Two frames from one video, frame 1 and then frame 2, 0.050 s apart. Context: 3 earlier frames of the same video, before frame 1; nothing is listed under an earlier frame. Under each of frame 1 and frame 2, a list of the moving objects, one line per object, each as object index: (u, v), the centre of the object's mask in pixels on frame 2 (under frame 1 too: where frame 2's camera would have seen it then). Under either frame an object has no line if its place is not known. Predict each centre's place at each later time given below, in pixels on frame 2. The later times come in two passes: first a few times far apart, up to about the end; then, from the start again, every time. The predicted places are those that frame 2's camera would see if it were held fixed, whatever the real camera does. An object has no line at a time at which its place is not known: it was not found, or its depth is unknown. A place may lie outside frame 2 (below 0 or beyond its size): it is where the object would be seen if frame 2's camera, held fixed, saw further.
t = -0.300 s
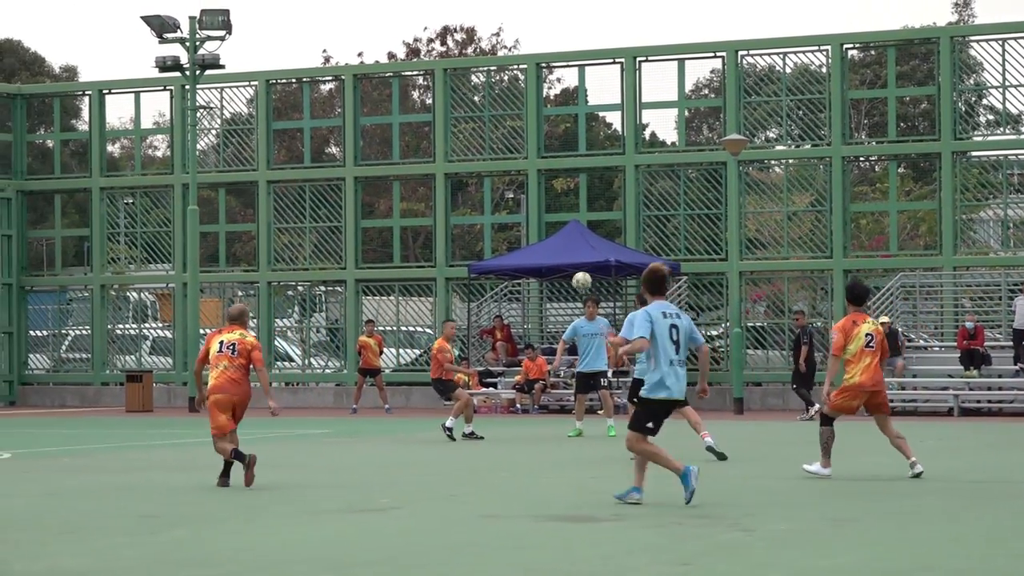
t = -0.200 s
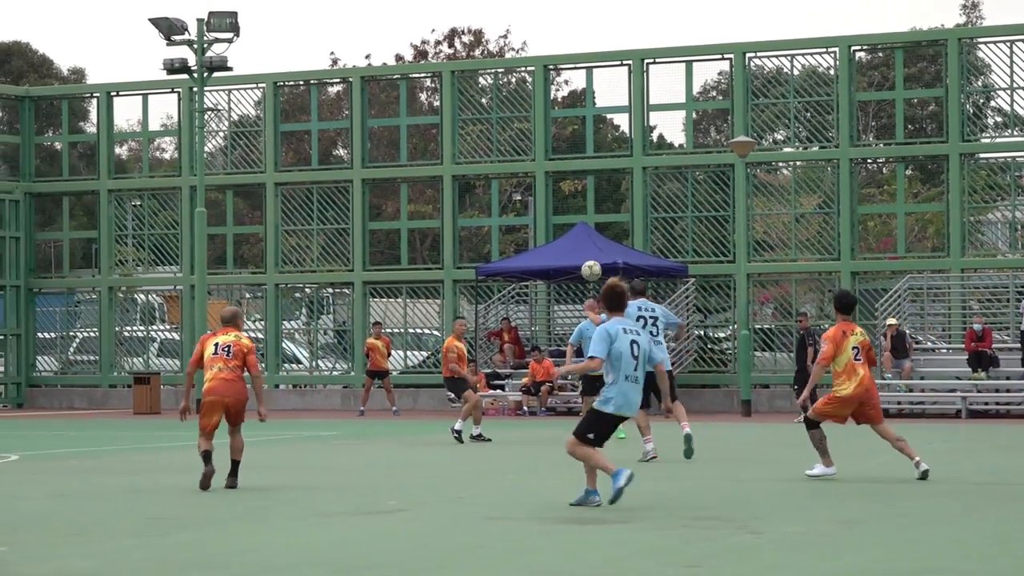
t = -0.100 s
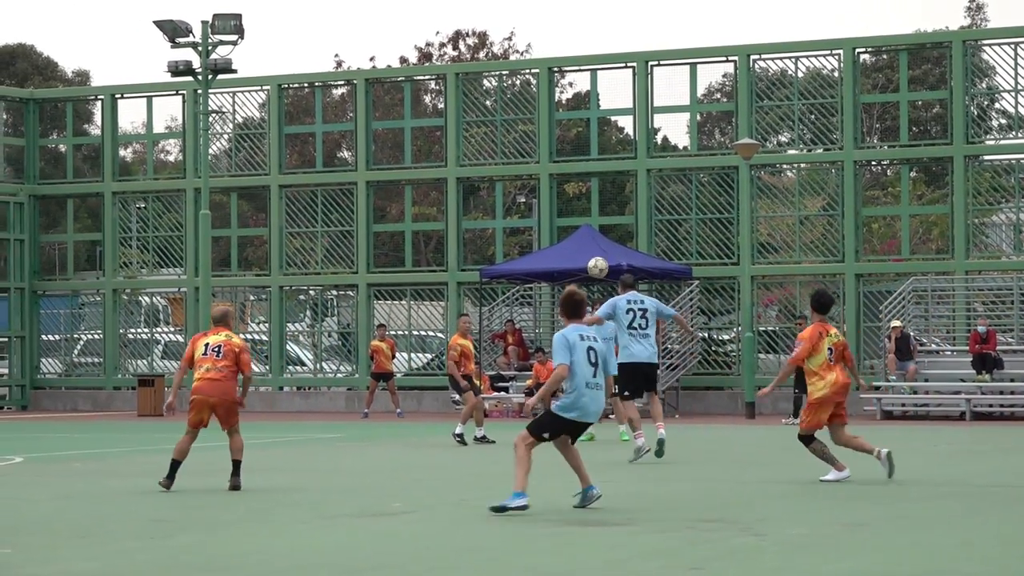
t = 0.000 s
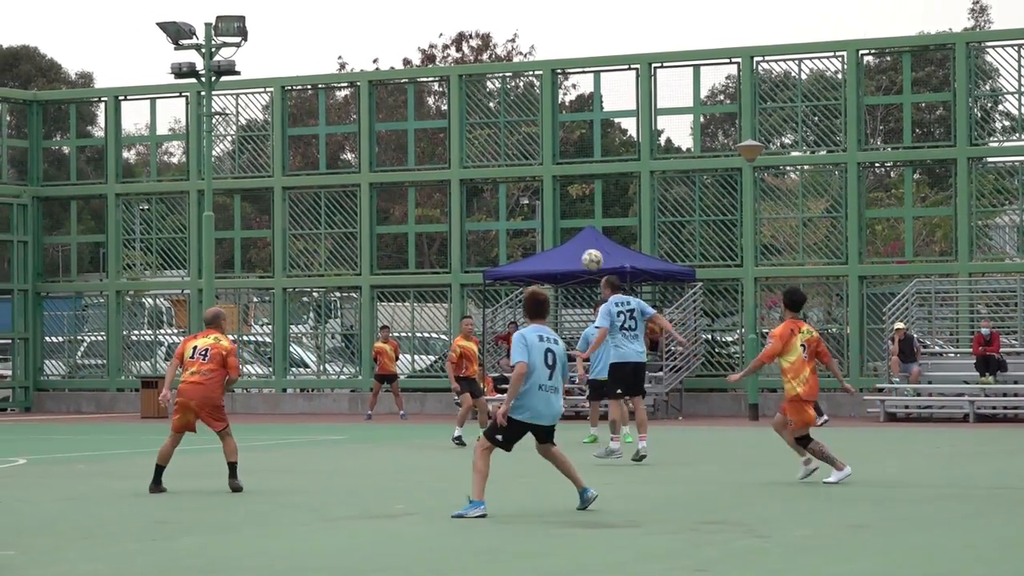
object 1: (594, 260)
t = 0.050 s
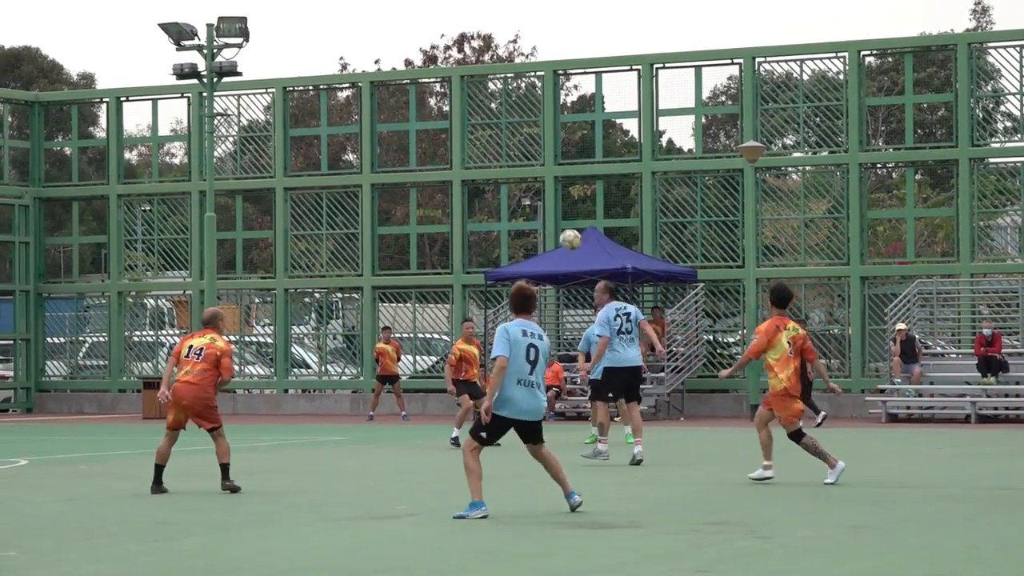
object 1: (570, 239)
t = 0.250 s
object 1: (473, 178)
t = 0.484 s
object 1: (349, 153)
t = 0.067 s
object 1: (562, 233)
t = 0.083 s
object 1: (554, 227)
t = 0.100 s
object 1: (546, 220)
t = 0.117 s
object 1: (538, 215)
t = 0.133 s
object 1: (530, 209)
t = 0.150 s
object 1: (522, 205)
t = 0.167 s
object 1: (514, 198)
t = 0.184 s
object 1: (506, 193)
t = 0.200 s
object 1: (497, 190)
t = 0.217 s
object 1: (489, 186)
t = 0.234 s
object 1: (481, 182)
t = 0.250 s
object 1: (473, 178)
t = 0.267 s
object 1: (464, 174)
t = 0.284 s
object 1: (455, 170)
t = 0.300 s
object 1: (447, 168)
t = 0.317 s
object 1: (439, 165)
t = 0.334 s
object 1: (430, 162)
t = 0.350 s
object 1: (421, 160)
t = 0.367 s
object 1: (413, 159)
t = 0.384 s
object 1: (404, 157)
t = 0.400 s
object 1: (395, 155)
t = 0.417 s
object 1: (386, 155)
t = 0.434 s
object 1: (377, 152)
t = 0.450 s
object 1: (368, 153)
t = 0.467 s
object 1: (358, 153)
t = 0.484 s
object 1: (349, 153)
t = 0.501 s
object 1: (340, 152)
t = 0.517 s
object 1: (330, 152)
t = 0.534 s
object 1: (321, 154)
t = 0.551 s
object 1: (312, 155)
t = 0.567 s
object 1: (303, 157)
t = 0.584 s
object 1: (294, 159)
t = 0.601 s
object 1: (284, 161)
